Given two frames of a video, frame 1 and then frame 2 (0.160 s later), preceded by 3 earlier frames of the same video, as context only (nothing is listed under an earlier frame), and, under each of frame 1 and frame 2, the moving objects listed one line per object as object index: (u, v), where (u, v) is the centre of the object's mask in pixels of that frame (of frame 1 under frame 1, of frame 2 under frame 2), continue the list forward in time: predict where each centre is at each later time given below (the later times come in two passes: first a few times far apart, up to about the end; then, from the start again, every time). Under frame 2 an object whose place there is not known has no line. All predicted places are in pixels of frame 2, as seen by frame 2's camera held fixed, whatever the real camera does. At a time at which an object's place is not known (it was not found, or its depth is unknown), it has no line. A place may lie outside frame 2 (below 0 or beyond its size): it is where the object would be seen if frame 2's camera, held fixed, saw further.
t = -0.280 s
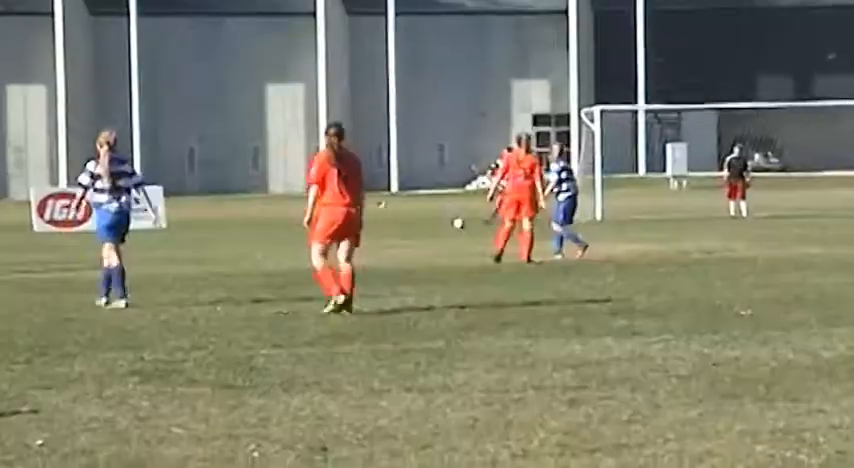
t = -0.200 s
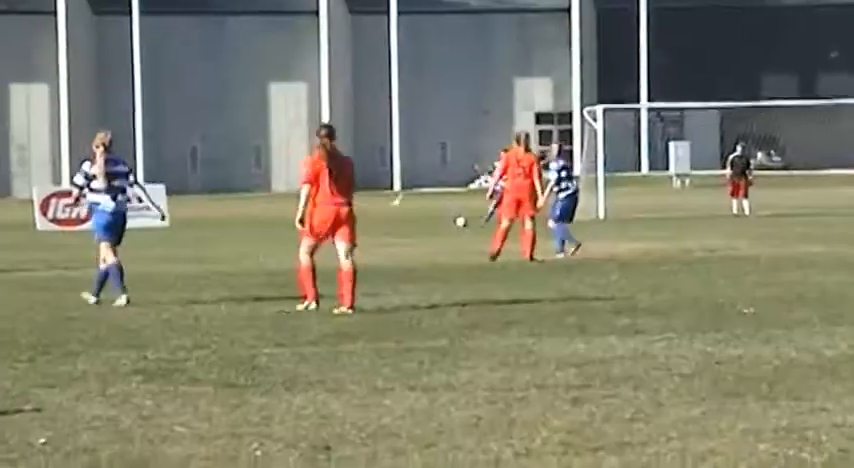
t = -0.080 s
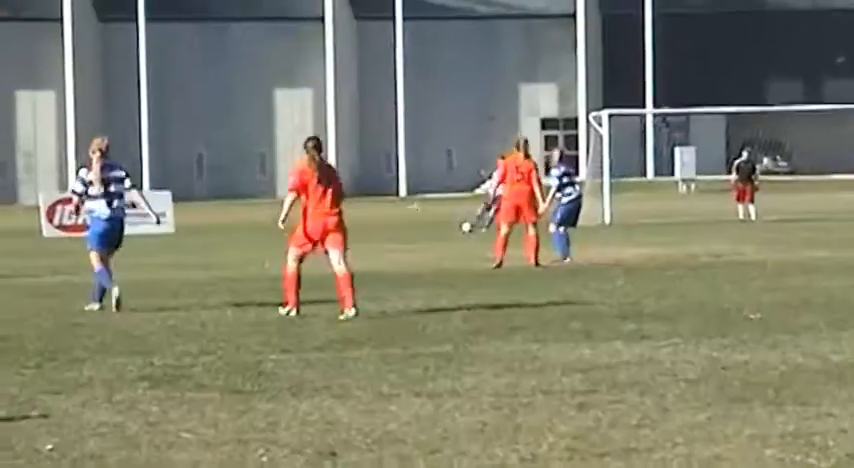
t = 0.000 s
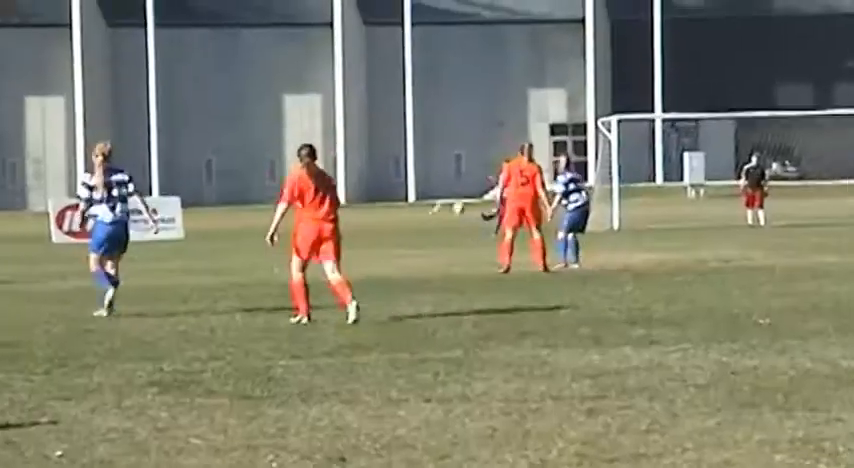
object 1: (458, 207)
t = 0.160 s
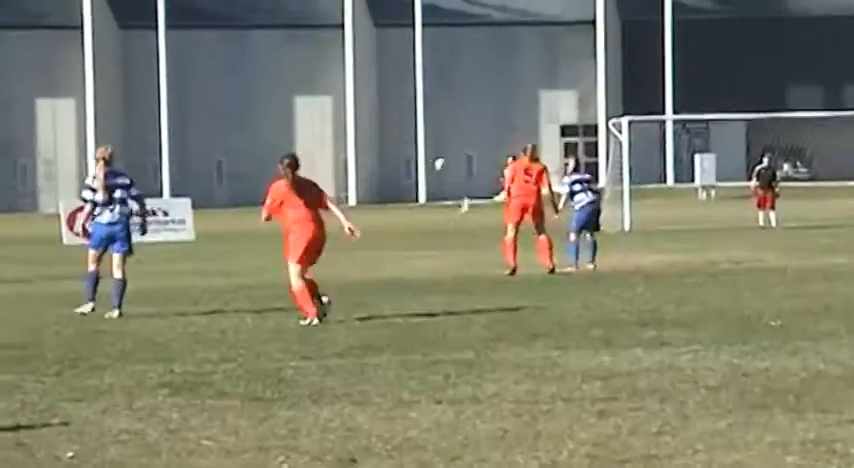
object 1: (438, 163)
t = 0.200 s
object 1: (432, 153)
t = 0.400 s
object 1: (408, 113)
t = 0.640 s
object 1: (388, 84)
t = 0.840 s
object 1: (383, 83)
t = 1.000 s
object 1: (387, 100)
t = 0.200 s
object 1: (432, 153)
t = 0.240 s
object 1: (428, 144)
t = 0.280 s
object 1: (423, 135)
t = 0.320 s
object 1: (417, 127)
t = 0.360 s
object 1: (411, 119)
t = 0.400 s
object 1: (408, 113)
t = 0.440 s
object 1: (402, 105)
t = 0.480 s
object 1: (400, 100)
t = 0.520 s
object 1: (396, 95)
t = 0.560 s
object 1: (393, 91)
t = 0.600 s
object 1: (390, 86)
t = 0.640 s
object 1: (388, 84)
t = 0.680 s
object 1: (387, 82)
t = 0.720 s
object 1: (384, 81)
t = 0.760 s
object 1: (384, 81)
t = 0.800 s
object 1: (383, 82)
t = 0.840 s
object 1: (383, 83)
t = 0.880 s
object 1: (383, 86)
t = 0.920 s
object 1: (385, 90)
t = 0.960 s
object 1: (385, 94)
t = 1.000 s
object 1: (387, 100)
